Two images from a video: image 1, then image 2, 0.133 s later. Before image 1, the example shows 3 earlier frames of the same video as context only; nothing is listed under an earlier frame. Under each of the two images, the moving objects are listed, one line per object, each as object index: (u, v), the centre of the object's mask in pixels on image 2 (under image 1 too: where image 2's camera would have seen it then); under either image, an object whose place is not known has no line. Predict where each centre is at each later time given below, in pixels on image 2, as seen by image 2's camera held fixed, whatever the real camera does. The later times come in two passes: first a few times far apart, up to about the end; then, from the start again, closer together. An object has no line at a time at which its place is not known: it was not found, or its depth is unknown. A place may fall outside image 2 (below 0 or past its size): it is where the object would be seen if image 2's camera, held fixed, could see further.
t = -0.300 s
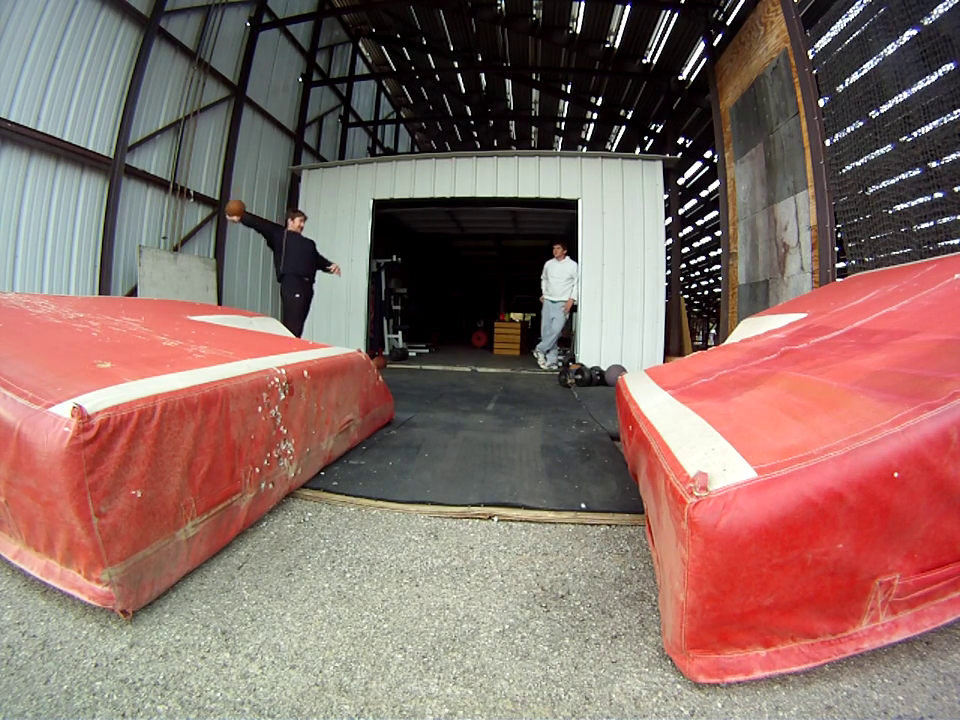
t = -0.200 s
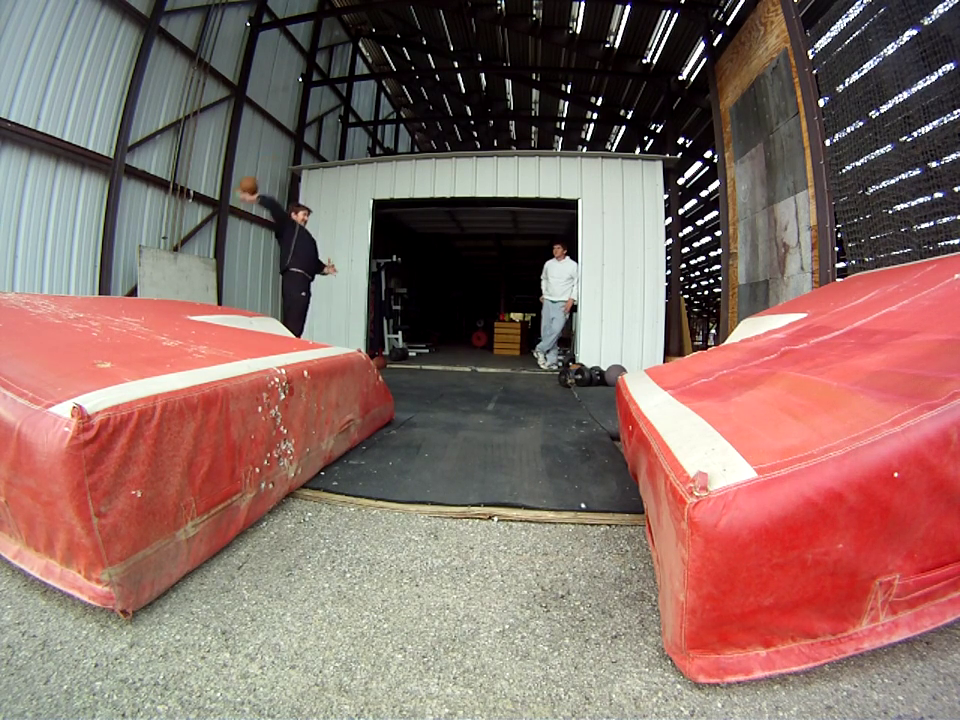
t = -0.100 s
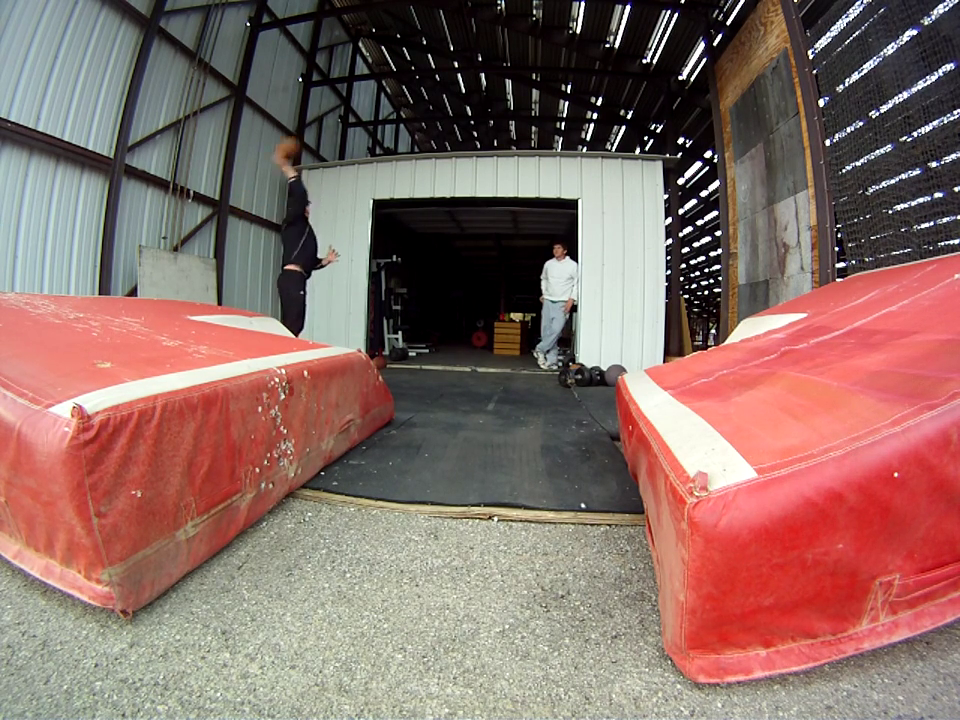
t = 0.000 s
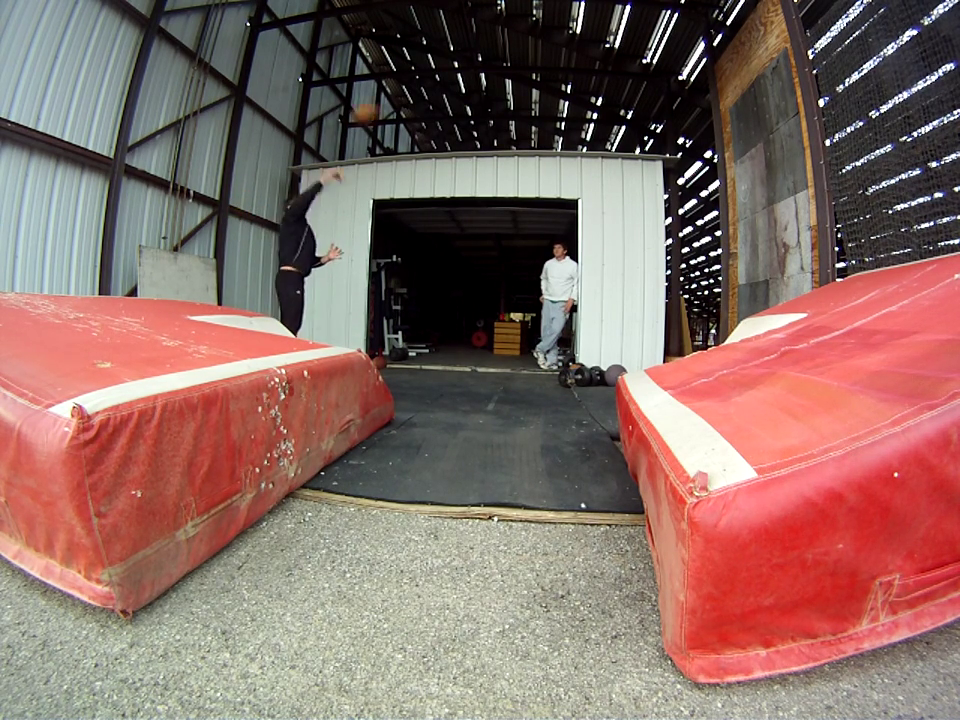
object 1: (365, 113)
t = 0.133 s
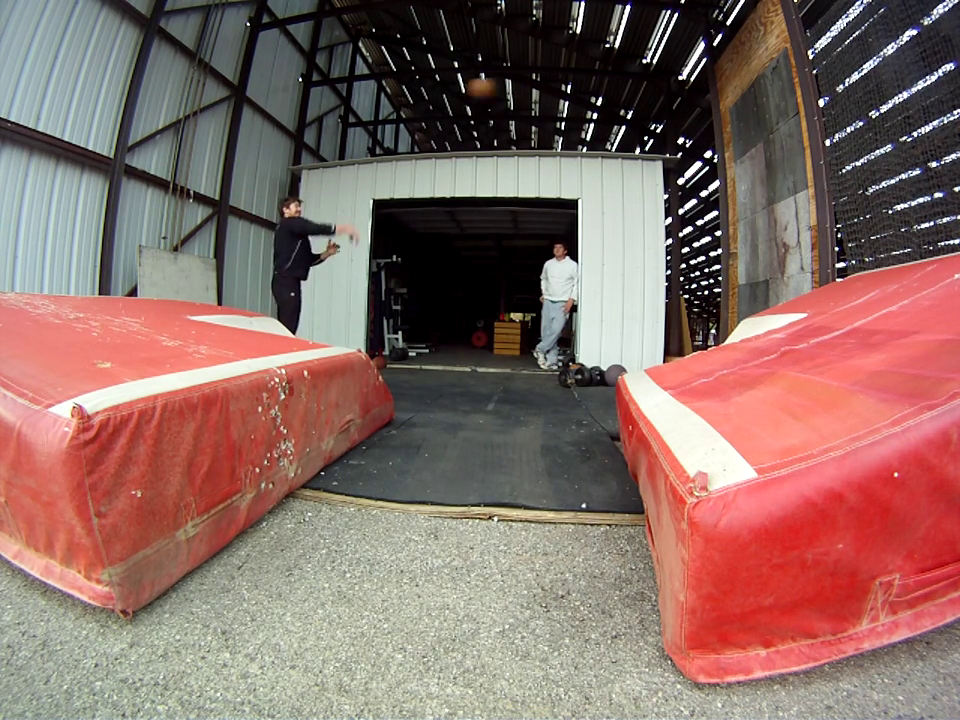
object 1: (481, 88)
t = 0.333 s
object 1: (651, 99)
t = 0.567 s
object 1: (728, 147)
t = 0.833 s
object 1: (632, 233)
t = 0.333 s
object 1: (651, 99)
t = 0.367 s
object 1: (676, 106)
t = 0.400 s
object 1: (701, 114)
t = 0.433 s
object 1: (726, 123)
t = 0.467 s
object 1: (751, 135)
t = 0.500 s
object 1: (750, 140)
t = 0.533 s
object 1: (740, 143)
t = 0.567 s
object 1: (728, 147)
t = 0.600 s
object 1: (715, 153)
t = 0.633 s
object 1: (705, 160)
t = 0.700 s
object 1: (681, 179)
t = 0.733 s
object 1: (670, 190)
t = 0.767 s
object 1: (658, 202)
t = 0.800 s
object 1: (645, 217)
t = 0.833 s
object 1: (632, 233)
